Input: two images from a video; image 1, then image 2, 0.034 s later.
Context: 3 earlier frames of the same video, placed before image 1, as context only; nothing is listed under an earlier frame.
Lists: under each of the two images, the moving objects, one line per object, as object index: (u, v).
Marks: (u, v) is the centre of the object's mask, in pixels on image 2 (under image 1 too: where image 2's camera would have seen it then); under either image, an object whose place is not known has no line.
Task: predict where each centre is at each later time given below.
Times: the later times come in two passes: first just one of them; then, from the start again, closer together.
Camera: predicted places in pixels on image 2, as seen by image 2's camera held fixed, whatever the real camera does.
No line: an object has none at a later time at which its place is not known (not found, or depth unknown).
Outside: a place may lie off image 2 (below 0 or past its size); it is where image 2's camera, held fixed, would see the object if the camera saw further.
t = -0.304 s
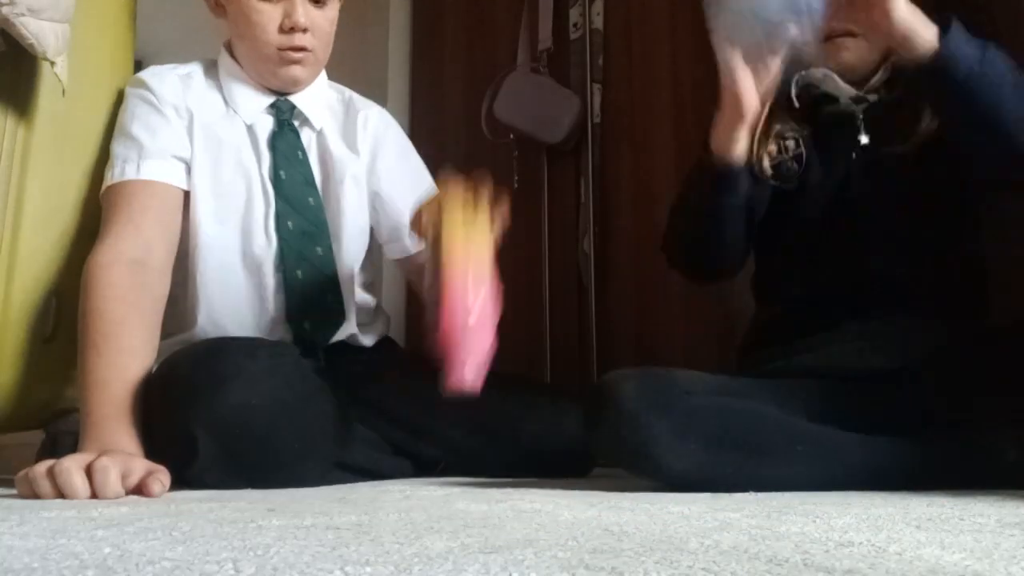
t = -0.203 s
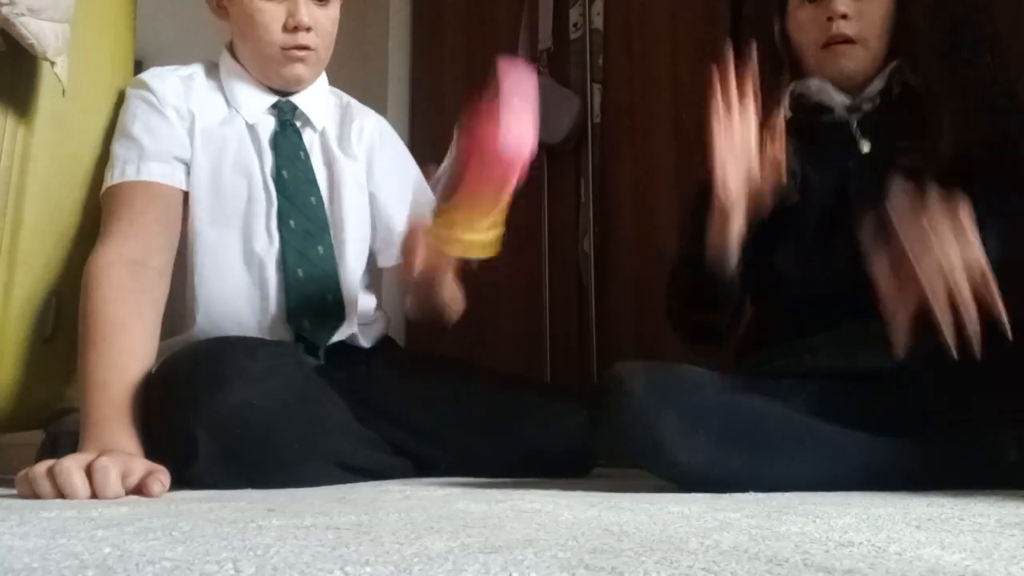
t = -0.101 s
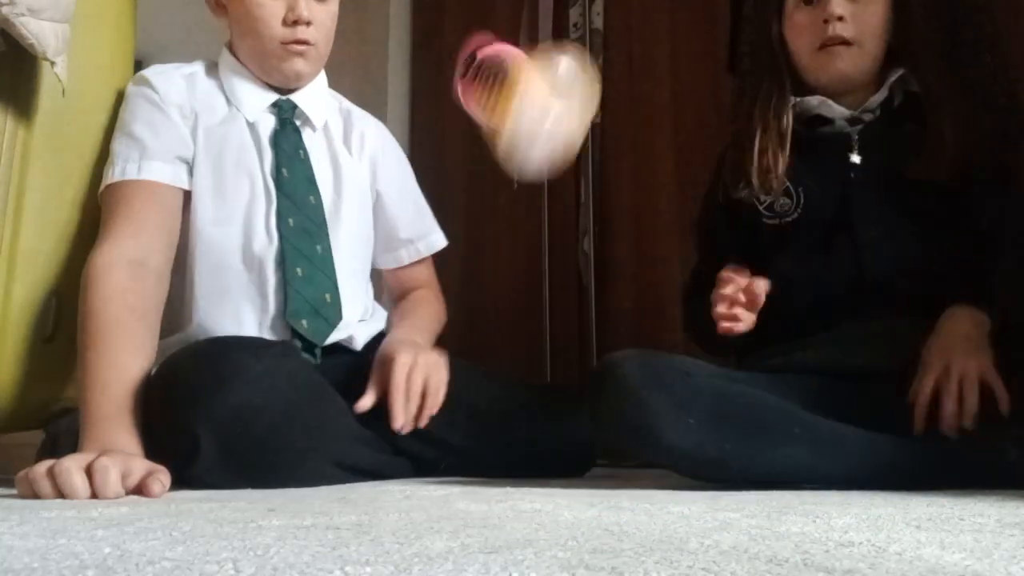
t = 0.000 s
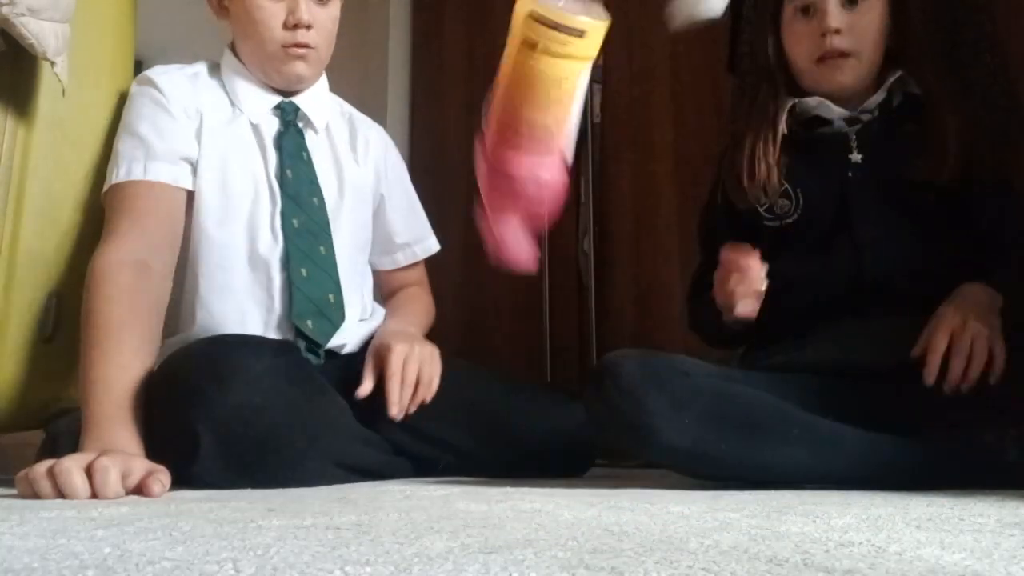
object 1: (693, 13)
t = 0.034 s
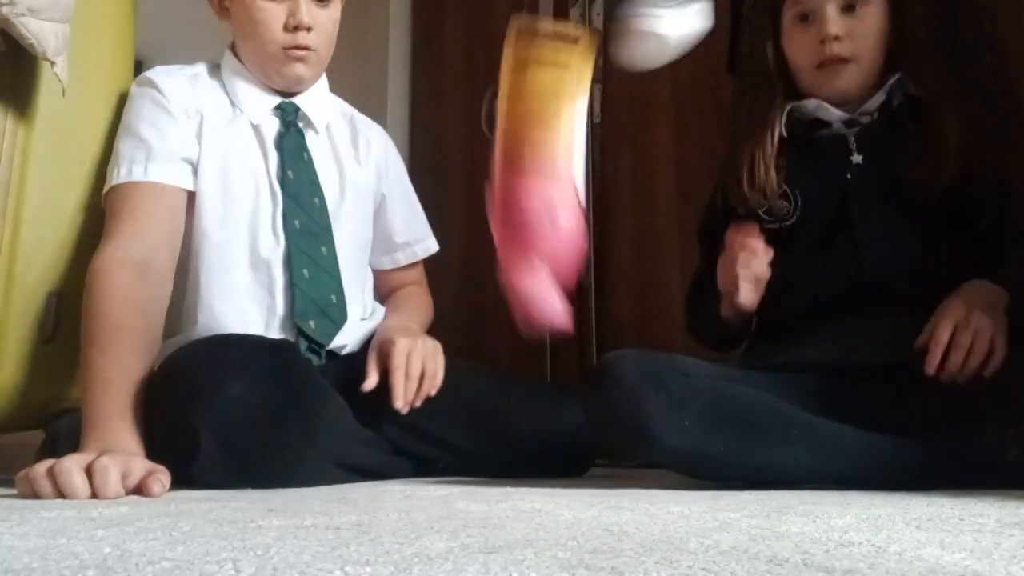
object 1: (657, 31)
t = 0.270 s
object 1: (685, 421)
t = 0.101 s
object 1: (640, 84)
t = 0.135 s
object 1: (620, 204)
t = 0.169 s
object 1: (638, 310)
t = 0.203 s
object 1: (656, 380)
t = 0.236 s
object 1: (662, 394)
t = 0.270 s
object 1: (685, 421)
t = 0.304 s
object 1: (702, 462)
